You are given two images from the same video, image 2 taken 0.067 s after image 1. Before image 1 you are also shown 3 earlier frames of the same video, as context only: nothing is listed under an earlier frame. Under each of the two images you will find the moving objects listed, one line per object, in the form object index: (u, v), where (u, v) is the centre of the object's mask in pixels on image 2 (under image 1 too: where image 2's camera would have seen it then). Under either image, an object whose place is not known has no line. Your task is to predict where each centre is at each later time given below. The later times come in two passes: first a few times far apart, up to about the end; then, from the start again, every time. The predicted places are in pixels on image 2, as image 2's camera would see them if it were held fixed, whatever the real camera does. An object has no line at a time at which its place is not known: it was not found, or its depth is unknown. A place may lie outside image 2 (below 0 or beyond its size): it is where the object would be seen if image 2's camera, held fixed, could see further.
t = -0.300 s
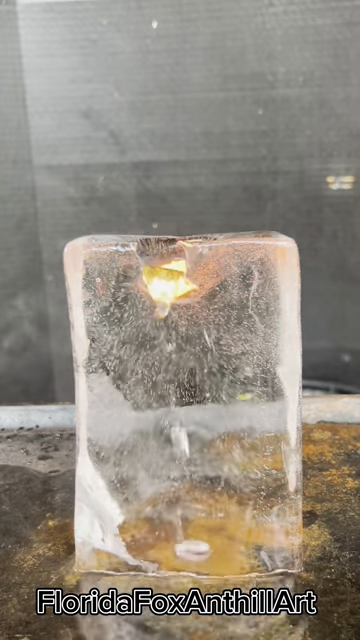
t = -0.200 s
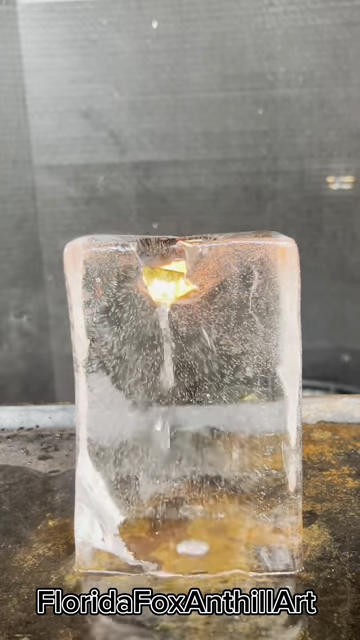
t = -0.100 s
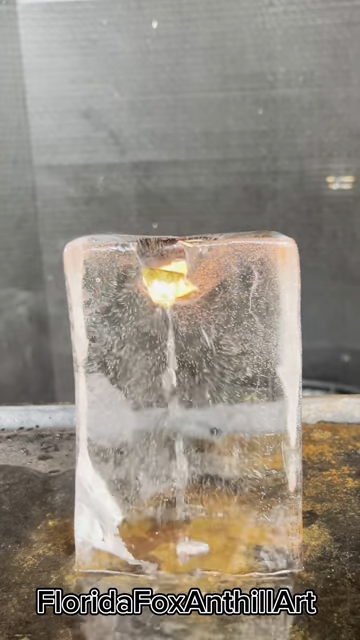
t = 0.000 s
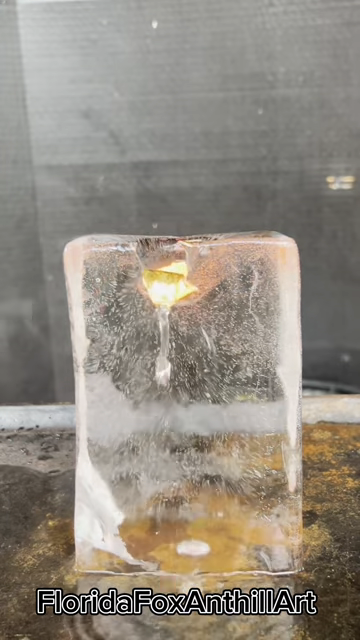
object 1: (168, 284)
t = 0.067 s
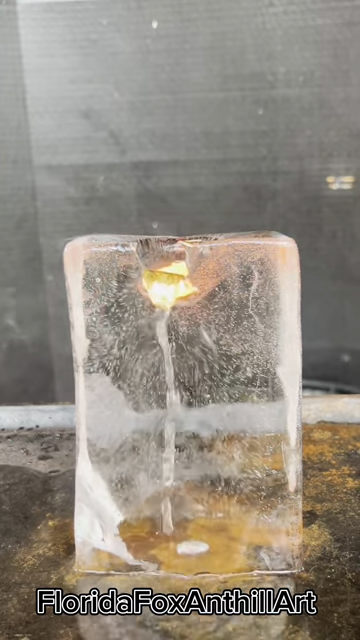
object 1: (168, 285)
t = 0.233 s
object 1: (168, 285)
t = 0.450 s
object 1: (168, 287)
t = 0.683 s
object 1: (168, 289)
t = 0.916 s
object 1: (168, 291)
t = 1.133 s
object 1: (168, 293)
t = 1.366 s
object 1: (170, 291)
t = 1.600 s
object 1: (169, 293)
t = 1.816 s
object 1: (171, 295)
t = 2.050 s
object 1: (171, 296)
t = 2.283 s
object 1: (169, 294)
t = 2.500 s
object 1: (170, 297)
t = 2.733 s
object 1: (169, 300)
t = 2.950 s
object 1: (169, 302)
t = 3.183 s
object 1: (169, 305)
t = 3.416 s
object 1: (168, 309)
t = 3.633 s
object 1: (172, 314)
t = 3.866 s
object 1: (171, 316)
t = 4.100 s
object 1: (172, 319)
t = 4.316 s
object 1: (164, 330)
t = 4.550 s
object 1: (165, 334)
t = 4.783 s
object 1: (173, 343)
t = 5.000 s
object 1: (174, 347)
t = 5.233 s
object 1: (175, 350)
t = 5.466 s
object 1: (176, 352)
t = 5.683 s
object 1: (176, 354)
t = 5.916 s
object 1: (176, 355)
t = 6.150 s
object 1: (176, 357)
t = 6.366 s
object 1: (176, 359)
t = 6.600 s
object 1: (176, 361)
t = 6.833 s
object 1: (176, 363)
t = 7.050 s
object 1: (176, 365)
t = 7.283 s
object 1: (175, 369)
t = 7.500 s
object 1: (172, 376)
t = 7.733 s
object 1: (172, 380)
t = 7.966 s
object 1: (177, 384)
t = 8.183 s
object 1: (177, 389)
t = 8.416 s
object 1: (178, 395)
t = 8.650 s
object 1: (177, 397)
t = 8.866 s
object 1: (176, 400)
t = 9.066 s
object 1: (174, 403)
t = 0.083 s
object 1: (168, 285)
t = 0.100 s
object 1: (168, 285)
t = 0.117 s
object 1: (168, 286)
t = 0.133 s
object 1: (168, 285)
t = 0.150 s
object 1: (168, 285)
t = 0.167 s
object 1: (168, 285)
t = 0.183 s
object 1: (168, 285)
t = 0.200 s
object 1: (168, 286)
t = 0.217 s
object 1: (168, 286)
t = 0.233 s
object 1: (168, 285)
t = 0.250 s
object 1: (168, 286)
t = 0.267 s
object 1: (168, 286)
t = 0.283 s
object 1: (168, 286)
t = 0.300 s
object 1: (168, 287)
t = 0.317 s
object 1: (168, 286)
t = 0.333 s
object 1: (168, 287)
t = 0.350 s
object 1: (168, 287)
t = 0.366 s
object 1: (168, 287)
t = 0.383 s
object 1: (168, 287)
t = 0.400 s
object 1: (168, 287)
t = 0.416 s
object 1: (168, 287)
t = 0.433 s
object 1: (168, 287)
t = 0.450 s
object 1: (168, 287)
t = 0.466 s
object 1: (168, 287)
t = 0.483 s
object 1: (168, 288)
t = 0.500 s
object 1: (168, 288)
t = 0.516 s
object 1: (168, 288)
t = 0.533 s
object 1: (168, 288)
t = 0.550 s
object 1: (168, 288)
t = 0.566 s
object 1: (168, 288)
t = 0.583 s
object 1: (168, 288)
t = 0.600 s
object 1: (168, 288)
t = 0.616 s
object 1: (168, 289)
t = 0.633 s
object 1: (168, 289)
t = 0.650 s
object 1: (168, 289)
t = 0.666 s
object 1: (168, 289)
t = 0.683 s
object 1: (168, 289)
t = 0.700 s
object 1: (168, 289)
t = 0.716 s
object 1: (168, 289)
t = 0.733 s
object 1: (167, 290)
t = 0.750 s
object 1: (167, 289)
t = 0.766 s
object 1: (168, 289)
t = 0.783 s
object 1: (168, 289)
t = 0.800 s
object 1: (168, 289)
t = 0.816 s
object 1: (168, 290)
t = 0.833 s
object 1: (168, 290)
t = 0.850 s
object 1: (168, 290)
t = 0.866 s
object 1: (168, 290)
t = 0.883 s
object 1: (168, 290)
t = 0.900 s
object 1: (168, 290)
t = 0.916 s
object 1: (168, 291)
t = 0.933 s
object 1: (168, 291)
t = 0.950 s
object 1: (168, 291)
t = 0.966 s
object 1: (168, 291)
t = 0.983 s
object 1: (168, 291)
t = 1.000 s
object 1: (168, 291)
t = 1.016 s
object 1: (168, 291)
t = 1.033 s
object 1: (168, 291)
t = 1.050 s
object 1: (168, 291)
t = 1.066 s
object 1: (168, 292)
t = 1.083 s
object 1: (168, 292)
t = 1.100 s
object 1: (168, 293)
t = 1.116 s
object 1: (168, 293)
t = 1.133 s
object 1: (168, 293)
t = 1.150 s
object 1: (169, 293)
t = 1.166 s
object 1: (169, 293)
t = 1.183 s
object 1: (169, 293)
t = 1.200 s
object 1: (169, 293)
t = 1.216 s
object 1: (169, 293)
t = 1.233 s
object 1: (168, 293)
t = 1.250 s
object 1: (168, 293)
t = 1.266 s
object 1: (169, 293)
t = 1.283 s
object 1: (169, 293)
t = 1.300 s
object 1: (169, 293)
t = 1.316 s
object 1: (169, 292)
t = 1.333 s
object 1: (169, 291)
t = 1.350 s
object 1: (169, 291)
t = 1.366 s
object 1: (170, 291)
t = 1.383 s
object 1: (169, 291)
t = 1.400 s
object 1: (170, 292)
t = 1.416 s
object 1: (169, 292)
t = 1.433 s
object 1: (169, 292)
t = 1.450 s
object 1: (169, 292)
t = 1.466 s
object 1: (169, 292)
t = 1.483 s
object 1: (169, 292)
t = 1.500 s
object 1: (169, 292)
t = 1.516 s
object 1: (169, 292)
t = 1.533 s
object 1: (169, 293)
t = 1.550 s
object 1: (169, 293)
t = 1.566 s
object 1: (170, 293)
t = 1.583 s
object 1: (169, 293)
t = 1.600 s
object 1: (169, 293)
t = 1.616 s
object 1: (169, 293)
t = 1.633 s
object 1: (169, 293)
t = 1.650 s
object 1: (169, 293)
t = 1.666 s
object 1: (169, 293)
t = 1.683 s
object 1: (170, 294)
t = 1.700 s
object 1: (170, 294)
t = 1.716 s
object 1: (170, 296)
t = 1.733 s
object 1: (170, 297)
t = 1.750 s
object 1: (170, 295)
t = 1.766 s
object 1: (171, 295)
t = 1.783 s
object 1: (171, 295)
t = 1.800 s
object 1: (170, 294)
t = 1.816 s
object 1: (171, 295)
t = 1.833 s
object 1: (169, 294)
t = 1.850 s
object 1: (169, 294)
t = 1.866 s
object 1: (169, 294)
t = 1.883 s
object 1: (170, 295)
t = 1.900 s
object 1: (169, 294)
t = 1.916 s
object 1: (170, 295)
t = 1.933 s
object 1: (170, 295)
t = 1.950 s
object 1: (170, 295)
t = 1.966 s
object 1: (171, 295)
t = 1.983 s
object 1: (171, 296)
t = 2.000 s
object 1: (168, 294)
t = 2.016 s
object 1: (171, 296)
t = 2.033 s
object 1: (169, 295)
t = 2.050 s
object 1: (171, 296)
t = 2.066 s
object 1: (171, 296)
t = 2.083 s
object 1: (169, 295)
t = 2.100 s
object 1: (169, 295)
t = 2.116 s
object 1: (169, 295)
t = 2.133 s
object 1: (171, 296)
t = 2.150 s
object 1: (169, 294)
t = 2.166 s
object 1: (169, 294)
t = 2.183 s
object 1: (169, 293)
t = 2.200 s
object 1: (169, 294)
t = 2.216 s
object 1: (169, 294)
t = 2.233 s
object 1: (169, 294)
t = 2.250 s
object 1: (169, 294)
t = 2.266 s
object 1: (169, 295)
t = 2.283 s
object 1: (169, 294)
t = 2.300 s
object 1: (169, 295)
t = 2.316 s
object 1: (169, 295)
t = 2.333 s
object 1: (169, 295)
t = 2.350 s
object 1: (169, 295)
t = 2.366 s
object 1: (170, 295)
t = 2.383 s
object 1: (170, 296)
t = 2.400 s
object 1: (170, 296)
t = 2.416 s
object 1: (170, 296)
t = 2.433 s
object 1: (170, 296)
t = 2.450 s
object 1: (170, 297)
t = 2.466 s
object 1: (169, 297)
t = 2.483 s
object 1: (170, 297)
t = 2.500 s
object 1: (170, 297)
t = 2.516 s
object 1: (170, 297)
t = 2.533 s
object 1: (170, 298)
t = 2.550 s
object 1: (169, 298)
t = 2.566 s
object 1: (169, 298)
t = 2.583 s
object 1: (169, 298)
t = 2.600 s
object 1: (169, 298)
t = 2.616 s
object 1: (169, 299)
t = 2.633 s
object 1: (169, 299)
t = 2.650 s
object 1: (169, 299)
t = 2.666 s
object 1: (169, 299)
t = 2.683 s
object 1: (169, 299)
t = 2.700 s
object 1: (169, 299)
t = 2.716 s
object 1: (169, 299)
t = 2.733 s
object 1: (169, 300)
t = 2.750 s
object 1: (169, 300)
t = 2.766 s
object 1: (169, 300)
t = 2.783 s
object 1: (169, 300)
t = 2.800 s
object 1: (169, 300)
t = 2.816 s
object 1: (169, 301)
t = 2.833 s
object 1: (169, 301)
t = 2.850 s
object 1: (169, 301)
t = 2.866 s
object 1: (169, 301)
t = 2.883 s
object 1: (169, 302)
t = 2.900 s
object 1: (169, 302)
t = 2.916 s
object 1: (169, 302)
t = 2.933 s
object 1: (169, 302)
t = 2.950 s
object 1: (169, 302)
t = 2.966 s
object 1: (169, 302)
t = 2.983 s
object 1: (169, 303)
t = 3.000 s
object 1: (169, 303)
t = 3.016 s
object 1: (169, 303)
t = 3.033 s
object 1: (169, 303)
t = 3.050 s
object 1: (169, 303)
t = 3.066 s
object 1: (169, 304)
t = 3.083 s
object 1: (169, 304)
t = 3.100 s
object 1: (169, 304)
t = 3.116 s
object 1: (169, 305)
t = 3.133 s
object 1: (169, 305)
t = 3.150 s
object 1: (169, 305)
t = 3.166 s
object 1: (169, 305)
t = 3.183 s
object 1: (169, 305)
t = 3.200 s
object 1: (168, 306)
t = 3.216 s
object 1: (168, 306)
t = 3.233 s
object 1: (169, 305)
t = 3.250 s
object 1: (169, 306)
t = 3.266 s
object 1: (169, 306)
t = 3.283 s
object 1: (169, 306)
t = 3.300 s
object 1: (168, 307)
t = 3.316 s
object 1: (168, 307)
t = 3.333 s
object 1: (168, 308)
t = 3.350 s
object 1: (168, 308)
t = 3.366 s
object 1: (168, 309)
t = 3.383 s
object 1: (168, 309)
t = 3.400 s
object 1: (168, 309)
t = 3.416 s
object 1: (168, 309)
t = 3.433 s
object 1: (168, 310)
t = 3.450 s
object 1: (172, 312)
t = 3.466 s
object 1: (168, 310)
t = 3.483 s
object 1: (168, 309)
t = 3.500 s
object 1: (168, 309)
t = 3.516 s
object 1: (167, 311)
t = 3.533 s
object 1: (167, 311)
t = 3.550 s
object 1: (167, 312)
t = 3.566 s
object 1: (169, 310)
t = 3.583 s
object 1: (168, 310)
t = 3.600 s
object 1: (168, 311)
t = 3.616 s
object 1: (168, 311)
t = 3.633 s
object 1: (172, 314)
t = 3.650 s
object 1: (172, 313)
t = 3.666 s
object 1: (172, 313)
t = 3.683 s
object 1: (171, 314)
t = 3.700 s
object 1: (171, 314)
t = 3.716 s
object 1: (168, 312)
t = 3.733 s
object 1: (172, 314)
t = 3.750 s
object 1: (172, 315)
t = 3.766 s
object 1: (172, 315)
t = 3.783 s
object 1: (172, 315)
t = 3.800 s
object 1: (172, 316)
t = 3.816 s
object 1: (168, 313)
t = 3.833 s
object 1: (172, 316)
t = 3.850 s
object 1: (171, 315)
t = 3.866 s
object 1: (171, 316)
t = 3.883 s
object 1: (171, 316)
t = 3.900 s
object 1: (168, 314)
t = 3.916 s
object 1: (171, 316)
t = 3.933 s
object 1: (172, 318)
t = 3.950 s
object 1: (168, 315)
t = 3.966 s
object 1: (171, 317)
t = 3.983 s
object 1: (172, 318)
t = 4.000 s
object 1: (172, 318)
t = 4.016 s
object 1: (168, 315)
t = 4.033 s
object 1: (172, 319)
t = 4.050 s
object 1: (172, 319)
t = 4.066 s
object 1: (172, 320)
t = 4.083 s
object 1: (172, 320)
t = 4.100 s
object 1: (172, 319)
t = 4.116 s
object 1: (171, 318)
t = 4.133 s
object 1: (171, 319)
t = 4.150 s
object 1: (172, 319)
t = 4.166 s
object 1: (163, 328)
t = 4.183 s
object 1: (169, 317)
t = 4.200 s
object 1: (169, 317)
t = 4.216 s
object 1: (163, 329)
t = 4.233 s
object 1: (163, 329)
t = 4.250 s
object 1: (163, 329)
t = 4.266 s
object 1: (164, 329)
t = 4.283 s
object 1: (164, 330)
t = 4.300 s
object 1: (163, 330)
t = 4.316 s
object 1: (164, 330)
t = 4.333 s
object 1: (164, 331)
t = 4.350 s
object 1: (164, 331)
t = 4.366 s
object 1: (164, 330)
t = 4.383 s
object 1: (164, 331)
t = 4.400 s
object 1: (164, 331)
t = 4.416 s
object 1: (164, 332)
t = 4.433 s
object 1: (164, 332)
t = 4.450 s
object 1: (164, 332)
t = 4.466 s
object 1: (164, 332)
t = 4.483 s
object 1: (164, 333)
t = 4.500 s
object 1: (164, 333)
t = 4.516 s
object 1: (165, 334)
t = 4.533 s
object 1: (165, 333)
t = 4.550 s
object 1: (165, 334)
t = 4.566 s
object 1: (166, 335)
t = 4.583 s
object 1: (166, 335)
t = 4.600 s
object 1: (167, 336)
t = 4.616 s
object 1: (167, 337)
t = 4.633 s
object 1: (168, 338)
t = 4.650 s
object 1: (168, 339)
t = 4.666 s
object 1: (169, 339)
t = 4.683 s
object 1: (169, 340)
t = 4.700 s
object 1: (170, 340)
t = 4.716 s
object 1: (171, 341)
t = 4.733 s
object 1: (171, 342)
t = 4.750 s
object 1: (172, 342)
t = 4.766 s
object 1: (172, 342)
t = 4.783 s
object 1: (173, 343)
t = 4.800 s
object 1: (173, 343)
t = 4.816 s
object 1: (173, 343)
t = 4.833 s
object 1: (173, 344)
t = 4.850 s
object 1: (173, 344)
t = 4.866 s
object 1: (173, 345)
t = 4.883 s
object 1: (173, 345)
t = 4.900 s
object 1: (174, 345)
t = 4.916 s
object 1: (174, 345)
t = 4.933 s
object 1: (174, 345)
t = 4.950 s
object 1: (174, 346)
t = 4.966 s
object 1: (174, 346)
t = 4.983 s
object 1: (174, 346)
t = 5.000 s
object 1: (174, 347)
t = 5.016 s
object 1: (174, 347)
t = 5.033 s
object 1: (174, 347)
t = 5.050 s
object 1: (174, 347)
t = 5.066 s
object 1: (174, 347)
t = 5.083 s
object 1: (174, 347)
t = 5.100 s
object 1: (175, 347)
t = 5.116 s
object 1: (174, 348)
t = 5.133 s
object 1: (175, 348)
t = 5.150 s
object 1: (175, 349)
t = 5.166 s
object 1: (175, 349)
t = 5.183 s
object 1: (175, 349)
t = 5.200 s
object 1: (175, 349)
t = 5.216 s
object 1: (175, 349)
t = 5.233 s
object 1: (175, 350)
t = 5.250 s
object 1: (175, 349)
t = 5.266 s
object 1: (175, 350)
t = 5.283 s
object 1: (175, 350)
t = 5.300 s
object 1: (175, 350)
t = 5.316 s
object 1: (175, 350)
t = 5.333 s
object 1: (175, 350)
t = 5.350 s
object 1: (175, 350)
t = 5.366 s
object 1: (176, 350)
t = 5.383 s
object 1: (176, 351)
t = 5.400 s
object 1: (176, 351)
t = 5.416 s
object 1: (176, 351)
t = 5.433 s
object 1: (176, 352)
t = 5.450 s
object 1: (176, 352)
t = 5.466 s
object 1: (176, 352)
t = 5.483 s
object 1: (176, 352)
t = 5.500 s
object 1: (176, 352)
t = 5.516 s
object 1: (176, 352)
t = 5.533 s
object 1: (176, 353)
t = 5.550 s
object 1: (176, 352)
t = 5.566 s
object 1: (176, 353)
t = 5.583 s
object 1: (176, 353)
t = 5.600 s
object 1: (176, 353)
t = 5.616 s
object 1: (176, 353)
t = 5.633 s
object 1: (176, 353)
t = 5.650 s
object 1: (176, 353)
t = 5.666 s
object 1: (176, 354)
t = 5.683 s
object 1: (176, 354)
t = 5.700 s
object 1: (176, 354)
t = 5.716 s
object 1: (176, 354)
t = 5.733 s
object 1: (176, 354)
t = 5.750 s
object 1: (176, 354)
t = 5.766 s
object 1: (176, 355)
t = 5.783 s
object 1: (176, 355)
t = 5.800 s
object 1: (176, 355)
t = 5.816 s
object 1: (176, 355)
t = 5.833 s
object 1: (176, 355)
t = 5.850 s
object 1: (176, 355)
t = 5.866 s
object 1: (176, 355)
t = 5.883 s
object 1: (176, 355)
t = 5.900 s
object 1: (176, 355)
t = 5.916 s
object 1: (176, 355)
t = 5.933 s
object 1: (176, 355)
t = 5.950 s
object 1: (176, 355)
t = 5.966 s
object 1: (176, 356)
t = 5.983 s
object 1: (176, 356)
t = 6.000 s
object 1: (176, 356)
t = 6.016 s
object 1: (176, 356)
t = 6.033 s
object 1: (176, 357)
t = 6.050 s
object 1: (176, 357)
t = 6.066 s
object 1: (176, 357)
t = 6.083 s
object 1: (176, 357)
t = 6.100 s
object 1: (176, 357)
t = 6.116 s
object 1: (176, 357)
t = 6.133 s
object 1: (176, 357)
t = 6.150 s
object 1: (176, 357)
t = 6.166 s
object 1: (176, 358)
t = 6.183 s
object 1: (176, 358)
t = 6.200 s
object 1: (176, 358)
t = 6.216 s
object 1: (176, 358)
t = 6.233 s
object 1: (176, 358)
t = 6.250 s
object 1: (176, 358)
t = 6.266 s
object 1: (176, 358)
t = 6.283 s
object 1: (176, 359)
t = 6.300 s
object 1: (176, 359)
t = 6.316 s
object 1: (176, 359)
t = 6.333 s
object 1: (176, 359)
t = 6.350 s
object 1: (176, 359)
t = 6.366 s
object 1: (176, 359)
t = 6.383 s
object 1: (176, 360)
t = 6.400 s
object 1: (176, 359)
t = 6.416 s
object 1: (176, 360)
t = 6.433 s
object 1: (176, 360)
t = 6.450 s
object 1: (176, 360)
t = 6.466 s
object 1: (176, 360)
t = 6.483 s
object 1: (176, 360)
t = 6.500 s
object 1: (176, 361)
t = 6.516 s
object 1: (176, 361)
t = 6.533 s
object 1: (176, 361)
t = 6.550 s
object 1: (176, 361)
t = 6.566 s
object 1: (176, 361)
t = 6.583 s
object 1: (176, 361)
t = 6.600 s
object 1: (176, 361)
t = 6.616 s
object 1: (176, 362)
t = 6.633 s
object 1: (177, 362)
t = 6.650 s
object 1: (177, 362)
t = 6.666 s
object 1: (177, 362)
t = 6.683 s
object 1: (176, 362)
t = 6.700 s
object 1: (176, 362)
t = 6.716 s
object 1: (176, 363)
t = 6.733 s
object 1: (176, 363)
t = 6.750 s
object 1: (176, 363)
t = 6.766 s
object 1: (177, 363)
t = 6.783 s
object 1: (177, 363)
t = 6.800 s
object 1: (176, 363)
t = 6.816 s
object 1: (176, 363)
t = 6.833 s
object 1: (176, 363)
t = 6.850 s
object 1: (176, 364)
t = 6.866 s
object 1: (176, 364)
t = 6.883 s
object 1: (176, 364)
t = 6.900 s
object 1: (176, 364)
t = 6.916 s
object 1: (176, 364)
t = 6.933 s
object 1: (176, 364)
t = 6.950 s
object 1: (176, 364)
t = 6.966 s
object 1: (176, 365)
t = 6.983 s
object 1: (176, 365)
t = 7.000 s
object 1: (176, 365)
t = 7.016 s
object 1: (176, 365)
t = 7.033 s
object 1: (177, 365)
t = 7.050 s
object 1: (176, 365)
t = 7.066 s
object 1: (176, 366)
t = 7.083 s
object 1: (176, 365)
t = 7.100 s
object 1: (176, 366)
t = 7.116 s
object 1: (176, 366)
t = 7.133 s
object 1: (176, 366)
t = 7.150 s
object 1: (176, 366)
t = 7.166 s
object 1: (176, 366)
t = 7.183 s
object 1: (176, 366)
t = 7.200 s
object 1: (176, 366)
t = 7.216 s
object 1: (176, 367)
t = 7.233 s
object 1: (176, 367)
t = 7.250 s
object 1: (176, 367)
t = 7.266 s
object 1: (175, 368)
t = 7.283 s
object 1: (175, 369)
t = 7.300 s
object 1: (175, 369)
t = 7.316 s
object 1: (175, 370)
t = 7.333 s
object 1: (175, 370)
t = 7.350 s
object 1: (175, 371)
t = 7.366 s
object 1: (174, 371)
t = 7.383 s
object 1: (174, 372)
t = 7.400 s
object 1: (174, 372)
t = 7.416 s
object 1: (174, 373)
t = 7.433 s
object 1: (174, 373)
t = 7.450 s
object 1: (173, 374)
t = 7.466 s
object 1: (173, 375)
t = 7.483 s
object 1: (172, 375)
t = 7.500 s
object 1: (172, 376)
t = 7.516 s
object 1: (171, 376)
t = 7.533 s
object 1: (171, 377)
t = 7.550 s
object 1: (171, 378)
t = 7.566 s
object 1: (170, 378)
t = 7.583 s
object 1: (170, 378)
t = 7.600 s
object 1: (170, 379)
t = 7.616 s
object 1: (170, 379)
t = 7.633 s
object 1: (170, 379)
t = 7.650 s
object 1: (171, 379)
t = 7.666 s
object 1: (171, 379)
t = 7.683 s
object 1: (171, 379)
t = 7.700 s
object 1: (171, 380)
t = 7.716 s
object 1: (171, 380)
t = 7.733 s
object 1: (172, 380)
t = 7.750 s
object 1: (172, 380)
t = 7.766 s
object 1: (173, 380)
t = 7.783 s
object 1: (173, 380)
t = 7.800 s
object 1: (174, 380)
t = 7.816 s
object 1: (174, 380)
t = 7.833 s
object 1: (175, 381)
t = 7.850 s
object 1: (175, 381)
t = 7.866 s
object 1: (176, 381)
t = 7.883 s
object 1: (176, 382)
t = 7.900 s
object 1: (176, 382)
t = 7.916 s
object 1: (177, 383)
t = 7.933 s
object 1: (177, 383)
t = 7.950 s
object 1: (177, 384)
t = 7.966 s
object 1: (177, 384)
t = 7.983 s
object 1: (177, 385)
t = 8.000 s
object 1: (177, 386)
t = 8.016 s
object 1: (178, 386)
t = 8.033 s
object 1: (178, 387)
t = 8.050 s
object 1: (178, 387)
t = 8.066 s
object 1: (178, 388)
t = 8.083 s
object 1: (178, 388)
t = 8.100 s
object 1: (178, 388)
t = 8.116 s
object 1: (178, 389)
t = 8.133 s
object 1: (178, 388)
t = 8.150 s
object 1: (178, 389)
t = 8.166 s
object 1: (177, 389)
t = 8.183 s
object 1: (177, 389)
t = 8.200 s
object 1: (177, 390)
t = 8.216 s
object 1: (177, 390)
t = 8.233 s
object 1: (177, 390)
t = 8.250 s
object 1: (177, 391)
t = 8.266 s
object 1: (177, 391)
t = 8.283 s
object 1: (177, 392)
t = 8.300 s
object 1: (177, 392)
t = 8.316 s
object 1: (177, 392)
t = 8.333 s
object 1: (177, 392)
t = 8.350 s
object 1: (177, 393)
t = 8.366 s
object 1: (177, 393)
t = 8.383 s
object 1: (177, 394)
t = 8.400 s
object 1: (178, 394)
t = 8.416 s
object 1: (178, 395)
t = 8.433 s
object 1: (178, 395)
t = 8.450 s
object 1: (177, 395)
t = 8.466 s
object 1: (177, 395)
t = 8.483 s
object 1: (177, 395)
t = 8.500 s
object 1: (177, 395)
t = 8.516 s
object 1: (177, 395)
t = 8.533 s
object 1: (177, 396)
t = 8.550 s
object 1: (177, 396)
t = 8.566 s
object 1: (177, 396)
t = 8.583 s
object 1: (177, 397)
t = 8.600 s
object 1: (177, 397)
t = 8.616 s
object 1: (177, 397)
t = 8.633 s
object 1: (177, 397)
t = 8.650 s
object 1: (177, 397)
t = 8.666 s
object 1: (177, 398)
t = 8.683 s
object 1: (177, 398)
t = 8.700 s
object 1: (177, 398)
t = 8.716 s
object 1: (177, 398)
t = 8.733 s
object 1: (176, 399)
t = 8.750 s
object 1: (176, 399)
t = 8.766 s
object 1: (176, 399)
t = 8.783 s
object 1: (176, 399)
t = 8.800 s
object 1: (176, 400)
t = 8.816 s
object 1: (176, 400)
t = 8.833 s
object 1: (176, 400)
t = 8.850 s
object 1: (176, 400)
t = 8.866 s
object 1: (176, 400)
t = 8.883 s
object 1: (176, 401)
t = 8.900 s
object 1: (175, 401)
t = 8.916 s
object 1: (175, 401)
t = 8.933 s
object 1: (175, 401)
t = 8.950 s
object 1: (175, 401)
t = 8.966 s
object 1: (175, 402)
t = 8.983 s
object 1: (175, 402)
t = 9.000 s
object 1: (175, 402)
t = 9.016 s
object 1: (175, 402)
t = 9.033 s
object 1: (174, 402)
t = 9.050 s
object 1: (174, 403)
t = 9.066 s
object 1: (174, 403)
